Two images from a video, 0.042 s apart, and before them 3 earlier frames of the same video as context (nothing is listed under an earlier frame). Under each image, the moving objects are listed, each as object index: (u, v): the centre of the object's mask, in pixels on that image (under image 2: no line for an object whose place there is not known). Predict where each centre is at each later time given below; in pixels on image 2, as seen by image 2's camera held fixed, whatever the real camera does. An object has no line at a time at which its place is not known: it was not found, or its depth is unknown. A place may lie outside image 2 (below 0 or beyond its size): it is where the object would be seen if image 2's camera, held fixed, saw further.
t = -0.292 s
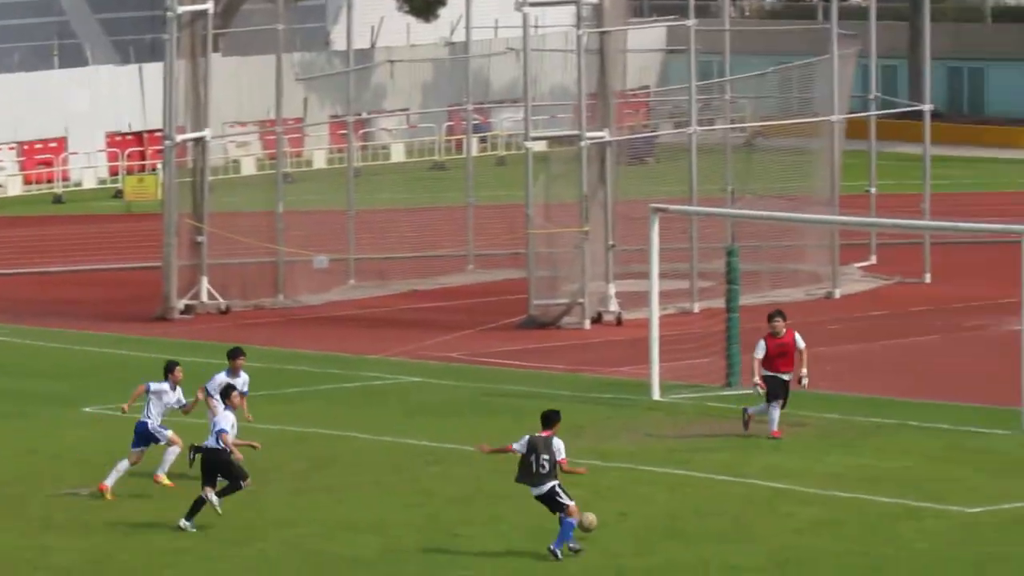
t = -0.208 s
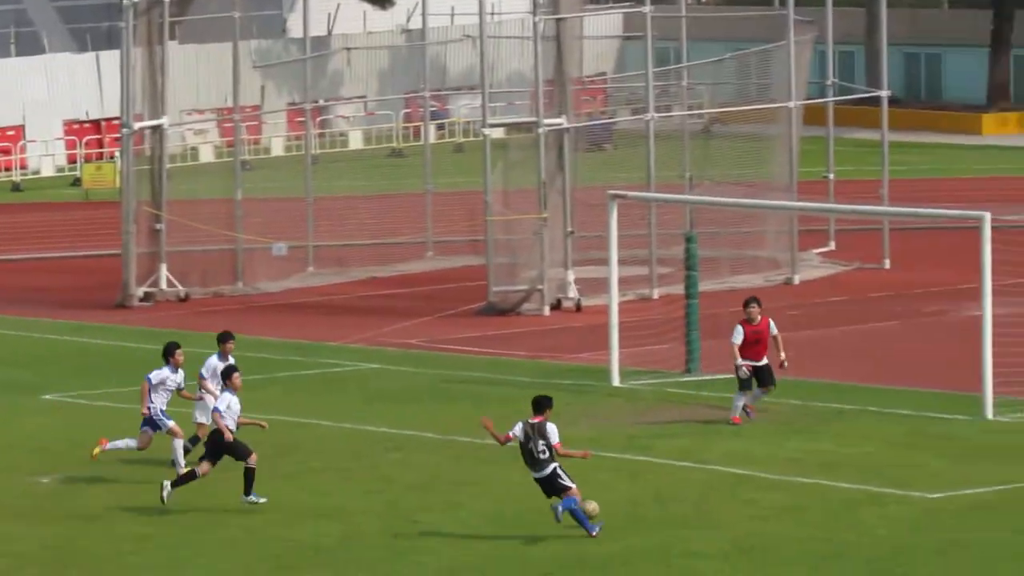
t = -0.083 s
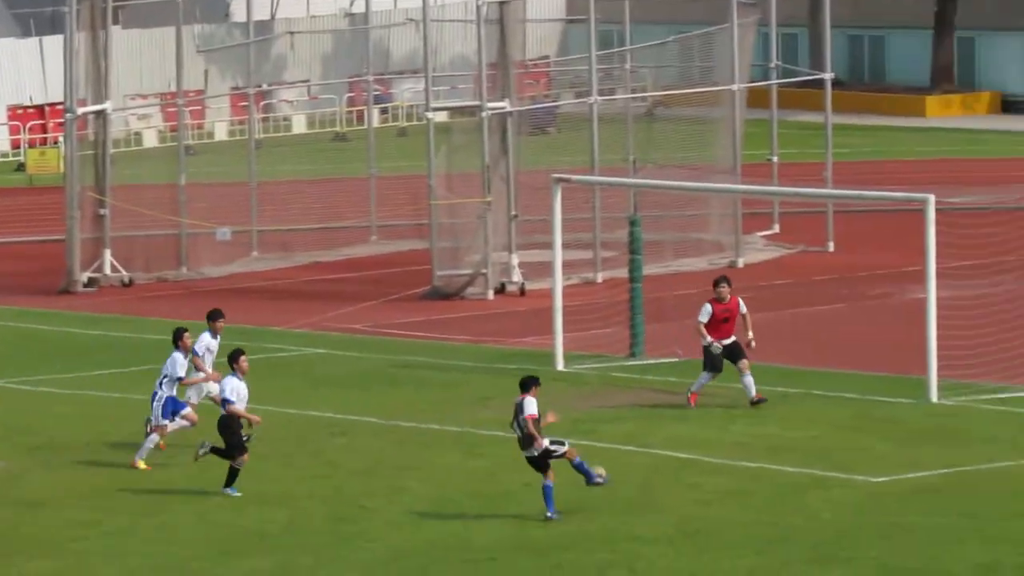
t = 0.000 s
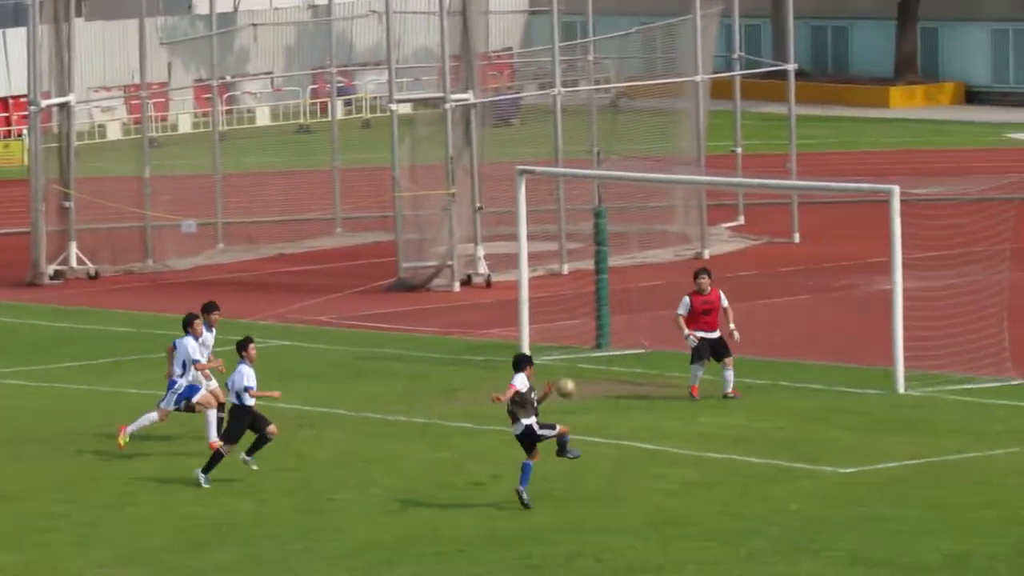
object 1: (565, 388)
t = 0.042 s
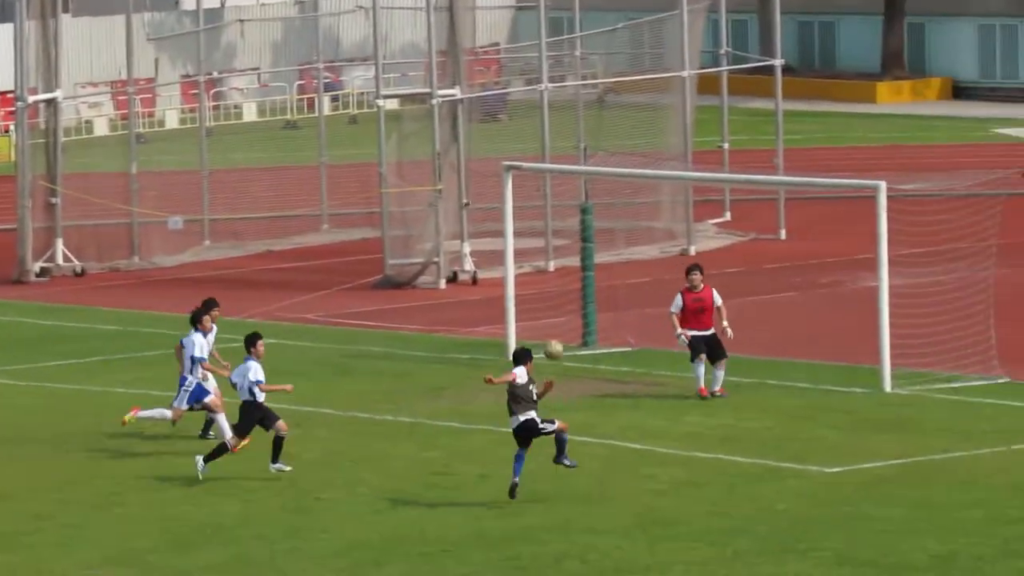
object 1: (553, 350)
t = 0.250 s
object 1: (556, 197)
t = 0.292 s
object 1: (558, 176)
